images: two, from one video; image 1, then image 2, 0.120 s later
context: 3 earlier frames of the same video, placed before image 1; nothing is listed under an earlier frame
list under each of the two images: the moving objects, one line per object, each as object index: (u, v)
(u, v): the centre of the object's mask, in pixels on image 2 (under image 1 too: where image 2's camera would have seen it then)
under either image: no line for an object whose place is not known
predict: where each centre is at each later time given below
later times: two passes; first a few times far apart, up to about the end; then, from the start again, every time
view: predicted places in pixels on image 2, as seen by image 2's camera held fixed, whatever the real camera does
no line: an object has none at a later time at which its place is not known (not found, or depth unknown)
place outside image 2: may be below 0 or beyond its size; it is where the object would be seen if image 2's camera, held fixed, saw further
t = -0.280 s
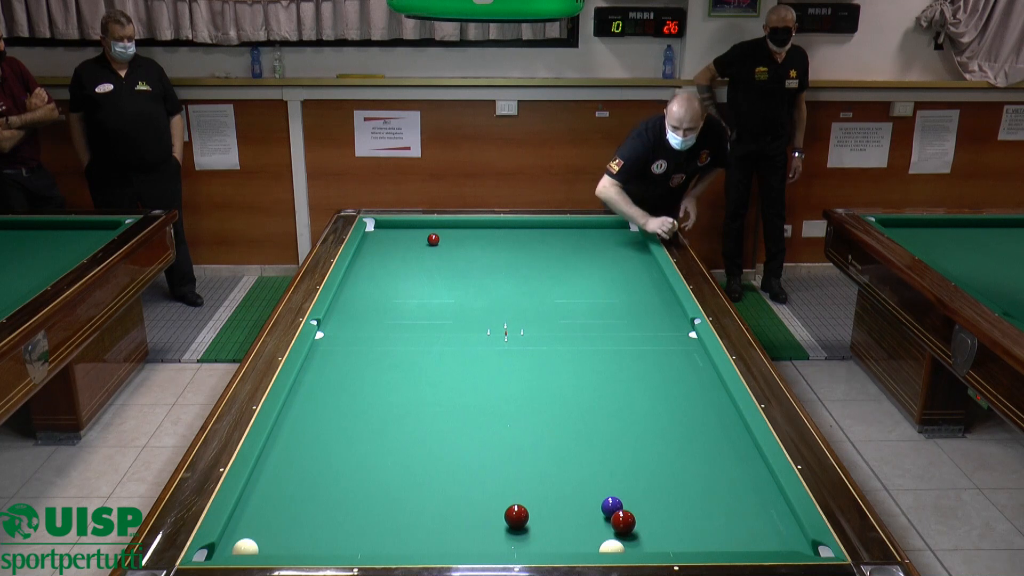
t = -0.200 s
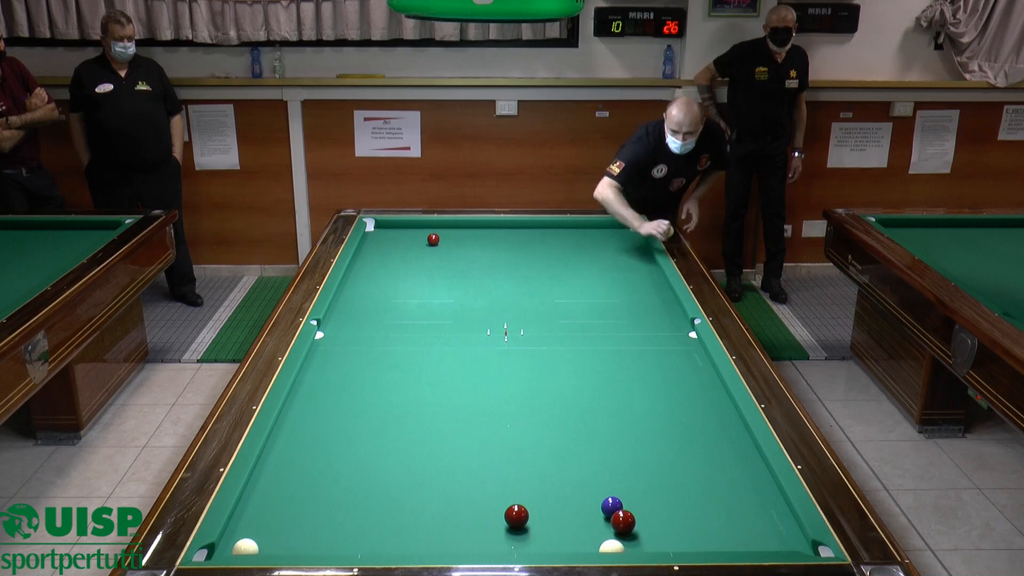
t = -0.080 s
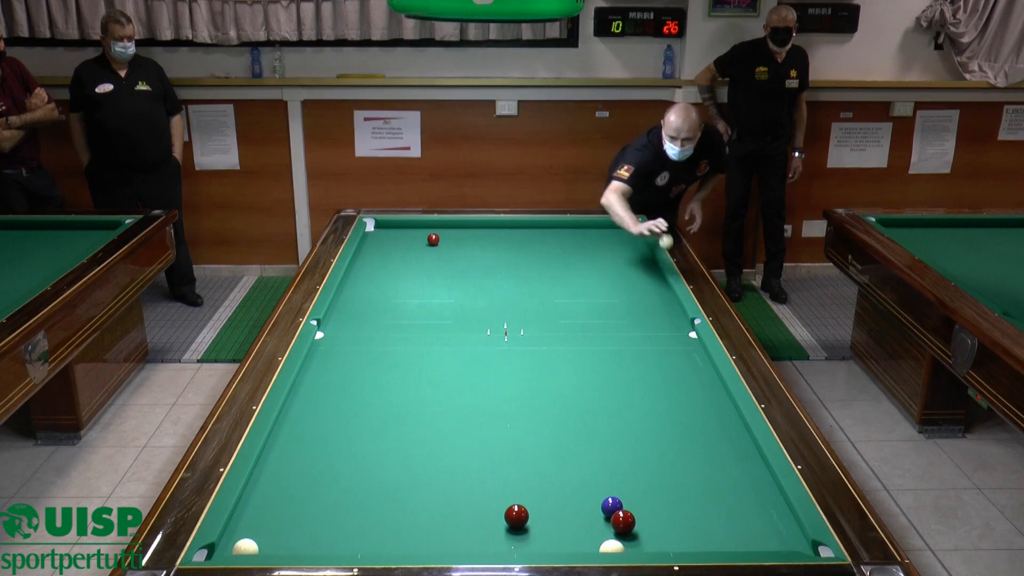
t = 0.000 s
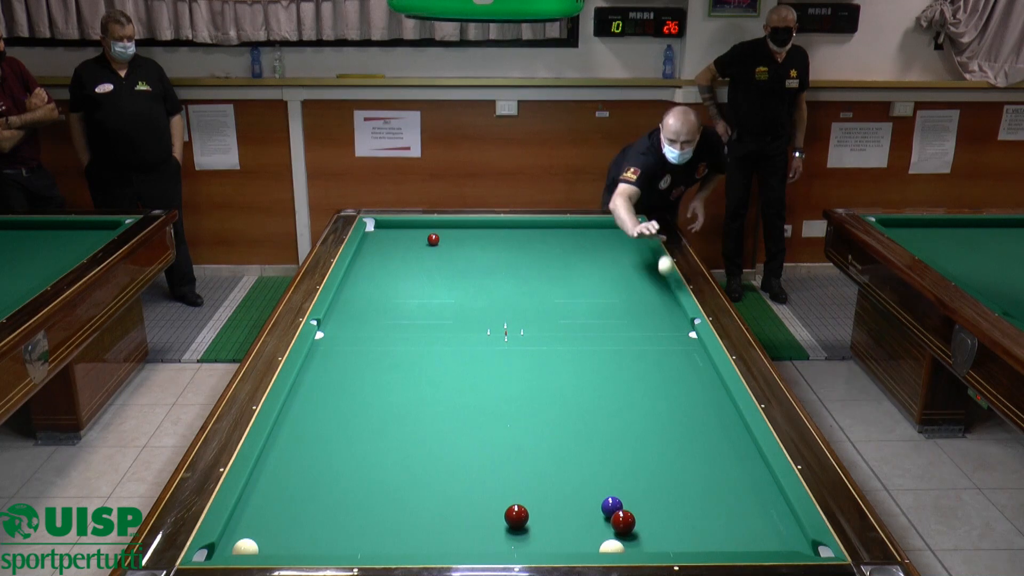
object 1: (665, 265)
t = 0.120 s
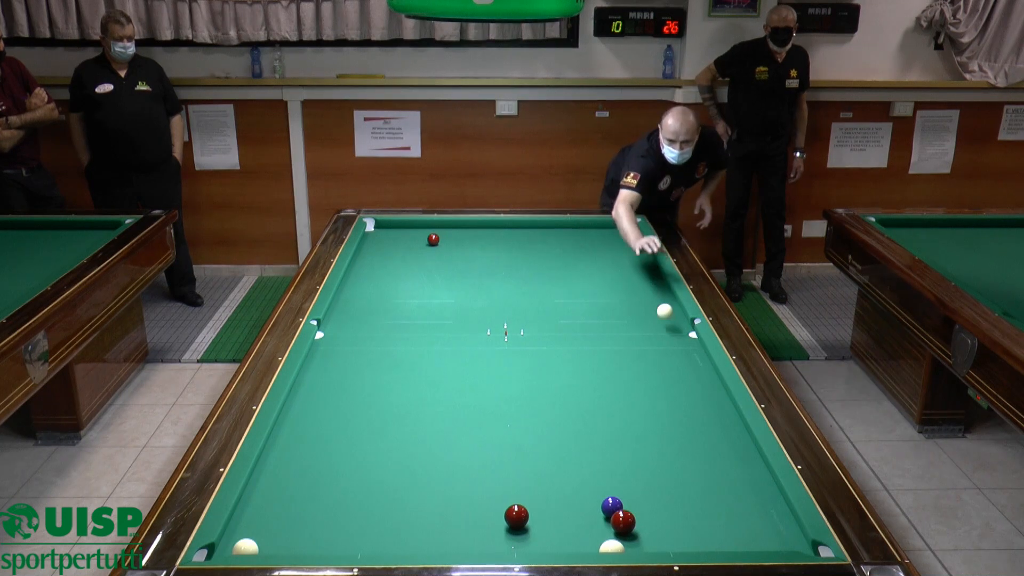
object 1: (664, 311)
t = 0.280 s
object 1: (665, 337)
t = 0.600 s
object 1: (666, 458)
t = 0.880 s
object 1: (650, 524)
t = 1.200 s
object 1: (598, 434)
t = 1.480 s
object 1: (567, 386)
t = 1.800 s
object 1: (538, 343)
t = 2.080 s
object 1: (518, 312)
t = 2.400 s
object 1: (499, 283)
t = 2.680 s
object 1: (484, 261)
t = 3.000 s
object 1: (470, 240)
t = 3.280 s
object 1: (460, 225)
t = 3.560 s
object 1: (452, 235)
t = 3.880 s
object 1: (443, 245)
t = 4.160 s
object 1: (434, 255)
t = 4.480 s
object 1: (424, 266)
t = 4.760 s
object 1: (415, 276)
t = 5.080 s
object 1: (404, 288)
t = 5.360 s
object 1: (395, 299)
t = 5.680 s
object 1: (383, 312)
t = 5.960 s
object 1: (372, 324)
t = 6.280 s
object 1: (359, 337)
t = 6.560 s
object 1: (348, 350)
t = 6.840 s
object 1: (337, 362)
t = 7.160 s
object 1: (323, 378)
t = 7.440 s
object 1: (311, 391)
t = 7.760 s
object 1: (296, 407)
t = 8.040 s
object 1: (286, 421)
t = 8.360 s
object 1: (284, 436)
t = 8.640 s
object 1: (282, 448)
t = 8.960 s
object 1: (280, 463)
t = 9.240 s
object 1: (278, 476)
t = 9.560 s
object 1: (276, 490)
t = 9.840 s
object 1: (274, 503)
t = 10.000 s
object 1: (273, 510)
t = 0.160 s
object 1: (665, 311)
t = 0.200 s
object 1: (665, 315)
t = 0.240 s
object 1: (665, 323)
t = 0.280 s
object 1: (665, 337)
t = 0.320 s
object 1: (665, 356)
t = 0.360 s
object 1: (665, 381)
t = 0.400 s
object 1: (665, 386)
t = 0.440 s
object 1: (666, 393)
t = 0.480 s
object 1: (666, 405)
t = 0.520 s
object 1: (665, 422)
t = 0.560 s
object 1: (665, 448)
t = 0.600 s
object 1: (666, 458)
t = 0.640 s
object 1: (666, 471)
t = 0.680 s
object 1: (666, 491)
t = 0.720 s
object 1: (666, 512)
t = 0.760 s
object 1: (666, 527)
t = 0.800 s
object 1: (665, 544)
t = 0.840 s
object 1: (657, 538)
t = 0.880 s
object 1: (650, 524)
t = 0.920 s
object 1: (642, 509)
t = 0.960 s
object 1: (634, 496)
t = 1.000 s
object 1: (627, 483)
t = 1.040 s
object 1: (621, 472)
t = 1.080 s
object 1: (614, 461)
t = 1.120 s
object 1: (609, 451)
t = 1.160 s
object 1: (603, 442)
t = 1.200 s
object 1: (598, 434)
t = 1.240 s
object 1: (593, 426)
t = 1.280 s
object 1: (588, 419)
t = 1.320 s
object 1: (584, 412)
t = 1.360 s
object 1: (579, 405)
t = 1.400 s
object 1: (575, 399)
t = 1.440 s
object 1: (571, 393)
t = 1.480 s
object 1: (567, 386)
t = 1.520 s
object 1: (563, 381)
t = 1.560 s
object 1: (559, 375)
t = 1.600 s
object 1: (555, 369)
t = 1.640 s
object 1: (552, 364)
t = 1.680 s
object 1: (548, 358)
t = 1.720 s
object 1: (545, 353)
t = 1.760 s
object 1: (542, 348)
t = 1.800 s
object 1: (538, 343)
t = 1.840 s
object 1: (535, 338)
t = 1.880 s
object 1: (532, 334)
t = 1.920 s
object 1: (529, 329)
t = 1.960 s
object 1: (526, 325)
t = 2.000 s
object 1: (523, 320)
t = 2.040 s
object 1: (521, 316)
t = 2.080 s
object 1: (518, 312)
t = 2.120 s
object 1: (515, 308)
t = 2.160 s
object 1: (513, 304)
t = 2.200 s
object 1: (510, 300)
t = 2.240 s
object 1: (508, 297)
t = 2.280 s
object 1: (505, 293)
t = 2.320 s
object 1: (503, 289)
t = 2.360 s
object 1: (501, 286)
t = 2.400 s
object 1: (499, 283)
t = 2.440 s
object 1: (497, 279)
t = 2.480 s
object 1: (494, 276)
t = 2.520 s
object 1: (492, 273)
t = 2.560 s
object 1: (490, 270)
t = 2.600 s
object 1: (488, 267)
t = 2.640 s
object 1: (486, 264)
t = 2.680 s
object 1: (484, 261)
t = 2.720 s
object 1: (482, 258)
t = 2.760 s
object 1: (481, 256)
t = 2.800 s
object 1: (479, 253)
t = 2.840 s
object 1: (477, 250)
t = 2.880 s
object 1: (475, 247)
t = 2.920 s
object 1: (474, 245)
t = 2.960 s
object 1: (472, 242)
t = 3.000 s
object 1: (470, 240)
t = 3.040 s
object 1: (469, 238)
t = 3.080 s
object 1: (467, 235)
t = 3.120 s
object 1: (466, 233)
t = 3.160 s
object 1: (464, 230)
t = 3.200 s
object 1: (463, 228)
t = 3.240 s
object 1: (461, 226)
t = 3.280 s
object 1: (460, 225)
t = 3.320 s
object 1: (459, 227)
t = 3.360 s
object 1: (458, 229)
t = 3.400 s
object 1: (457, 230)
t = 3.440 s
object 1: (456, 232)
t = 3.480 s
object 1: (454, 233)
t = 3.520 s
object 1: (453, 234)
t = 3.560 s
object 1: (452, 235)
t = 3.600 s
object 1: (451, 237)
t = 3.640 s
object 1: (450, 238)
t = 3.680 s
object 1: (449, 239)
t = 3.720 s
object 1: (447, 240)
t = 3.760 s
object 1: (446, 242)
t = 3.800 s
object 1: (445, 243)
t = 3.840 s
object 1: (444, 244)
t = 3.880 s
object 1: (443, 245)
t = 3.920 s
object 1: (442, 247)
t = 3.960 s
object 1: (441, 248)
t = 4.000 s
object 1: (439, 250)
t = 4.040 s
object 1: (438, 251)
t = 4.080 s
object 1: (437, 252)
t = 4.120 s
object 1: (436, 254)
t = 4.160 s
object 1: (434, 255)
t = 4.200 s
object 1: (433, 256)
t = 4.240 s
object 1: (432, 258)
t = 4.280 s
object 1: (431, 259)
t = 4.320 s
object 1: (429, 260)
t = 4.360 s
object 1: (428, 262)
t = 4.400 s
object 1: (427, 263)
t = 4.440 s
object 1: (425, 264)
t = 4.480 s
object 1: (424, 266)
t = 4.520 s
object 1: (423, 267)
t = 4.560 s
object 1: (422, 269)
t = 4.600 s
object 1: (420, 270)
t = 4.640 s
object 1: (419, 272)
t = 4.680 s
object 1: (418, 273)
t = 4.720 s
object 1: (416, 274)
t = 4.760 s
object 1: (415, 276)
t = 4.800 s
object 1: (414, 277)
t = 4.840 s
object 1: (413, 279)
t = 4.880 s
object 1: (411, 280)
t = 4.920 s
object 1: (410, 282)
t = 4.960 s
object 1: (408, 283)
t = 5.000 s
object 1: (407, 285)
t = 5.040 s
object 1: (406, 286)
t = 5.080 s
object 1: (404, 288)
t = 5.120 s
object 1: (403, 289)
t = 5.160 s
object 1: (402, 291)
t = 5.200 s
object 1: (400, 293)
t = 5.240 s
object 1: (399, 294)
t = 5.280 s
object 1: (397, 296)
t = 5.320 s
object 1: (396, 297)
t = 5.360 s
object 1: (395, 299)
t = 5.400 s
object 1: (393, 300)
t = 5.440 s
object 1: (392, 302)
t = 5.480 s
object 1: (390, 303)
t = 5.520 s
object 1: (388, 305)
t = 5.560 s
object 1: (387, 307)
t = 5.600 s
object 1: (386, 308)
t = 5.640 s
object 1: (384, 310)
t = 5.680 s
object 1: (383, 312)
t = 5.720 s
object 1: (381, 313)
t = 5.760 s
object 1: (380, 315)
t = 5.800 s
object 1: (378, 317)
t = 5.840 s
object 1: (377, 318)
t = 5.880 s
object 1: (375, 320)
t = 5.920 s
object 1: (374, 322)
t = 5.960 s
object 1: (372, 324)
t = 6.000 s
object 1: (371, 325)
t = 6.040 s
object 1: (369, 327)
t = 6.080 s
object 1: (367, 329)
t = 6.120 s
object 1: (366, 330)
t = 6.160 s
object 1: (364, 332)
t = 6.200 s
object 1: (363, 334)
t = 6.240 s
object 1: (361, 336)
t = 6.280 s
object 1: (359, 337)
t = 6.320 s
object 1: (358, 339)
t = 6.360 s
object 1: (356, 341)
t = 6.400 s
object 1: (355, 343)
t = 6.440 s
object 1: (353, 344)
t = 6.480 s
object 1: (352, 346)
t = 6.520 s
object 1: (350, 348)
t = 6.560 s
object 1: (348, 350)
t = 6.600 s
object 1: (347, 352)
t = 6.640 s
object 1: (345, 353)
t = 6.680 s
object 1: (343, 355)
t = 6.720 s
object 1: (342, 357)
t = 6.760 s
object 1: (340, 359)
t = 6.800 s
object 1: (338, 361)
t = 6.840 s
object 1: (337, 362)
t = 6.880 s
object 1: (335, 364)
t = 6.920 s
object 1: (333, 366)
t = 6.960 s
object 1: (332, 368)
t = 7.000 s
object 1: (330, 370)
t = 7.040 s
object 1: (328, 372)
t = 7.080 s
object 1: (327, 374)
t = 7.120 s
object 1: (325, 376)
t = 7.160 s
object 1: (323, 378)
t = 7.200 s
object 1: (321, 380)
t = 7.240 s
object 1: (320, 381)
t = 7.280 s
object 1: (318, 383)
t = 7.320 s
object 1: (316, 385)
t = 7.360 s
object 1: (314, 387)
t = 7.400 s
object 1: (313, 389)
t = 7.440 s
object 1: (311, 391)
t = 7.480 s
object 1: (309, 393)
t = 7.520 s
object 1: (307, 395)
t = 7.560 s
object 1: (305, 397)
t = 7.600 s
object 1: (304, 399)
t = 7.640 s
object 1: (302, 401)
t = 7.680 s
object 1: (300, 403)
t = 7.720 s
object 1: (298, 405)
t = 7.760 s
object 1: (296, 407)
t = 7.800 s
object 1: (294, 409)
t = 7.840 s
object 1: (293, 411)
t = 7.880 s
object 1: (291, 413)
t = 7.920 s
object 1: (289, 415)
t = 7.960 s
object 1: (287, 417)
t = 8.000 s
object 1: (287, 419)
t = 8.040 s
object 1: (286, 421)
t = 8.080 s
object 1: (286, 423)
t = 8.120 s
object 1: (286, 424)
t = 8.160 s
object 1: (286, 426)
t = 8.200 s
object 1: (285, 428)
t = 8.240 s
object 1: (285, 430)
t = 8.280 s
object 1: (285, 432)
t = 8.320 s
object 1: (284, 434)
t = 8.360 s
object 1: (284, 436)
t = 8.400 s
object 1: (284, 438)
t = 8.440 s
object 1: (284, 439)
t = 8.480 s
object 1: (283, 441)
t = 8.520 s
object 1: (283, 443)
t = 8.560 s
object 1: (283, 445)
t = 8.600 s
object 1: (283, 447)
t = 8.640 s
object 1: (282, 448)
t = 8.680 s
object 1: (282, 450)
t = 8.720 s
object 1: (282, 452)
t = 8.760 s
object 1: (282, 454)
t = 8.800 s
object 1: (281, 456)
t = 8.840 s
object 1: (281, 458)
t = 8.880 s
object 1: (281, 460)
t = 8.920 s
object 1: (280, 461)
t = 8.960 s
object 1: (280, 463)
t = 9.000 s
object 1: (280, 465)
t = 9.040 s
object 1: (280, 467)
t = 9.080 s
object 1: (279, 469)
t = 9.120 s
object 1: (279, 471)
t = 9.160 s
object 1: (279, 472)
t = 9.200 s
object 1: (279, 474)
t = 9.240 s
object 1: (278, 476)
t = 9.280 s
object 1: (278, 478)
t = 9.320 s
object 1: (278, 480)
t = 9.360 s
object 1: (277, 482)
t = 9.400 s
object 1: (277, 483)
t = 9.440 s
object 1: (277, 485)
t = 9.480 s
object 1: (277, 487)
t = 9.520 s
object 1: (276, 489)
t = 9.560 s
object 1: (276, 490)
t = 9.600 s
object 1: (276, 492)
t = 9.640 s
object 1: (275, 494)
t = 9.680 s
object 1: (275, 496)
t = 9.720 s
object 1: (275, 498)
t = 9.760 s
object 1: (275, 499)
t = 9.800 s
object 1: (274, 501)
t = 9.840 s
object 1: (274, 503)
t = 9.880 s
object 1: (274, 505)
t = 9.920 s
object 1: (274, 507)
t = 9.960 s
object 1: (273, 508)
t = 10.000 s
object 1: (273, 510)
